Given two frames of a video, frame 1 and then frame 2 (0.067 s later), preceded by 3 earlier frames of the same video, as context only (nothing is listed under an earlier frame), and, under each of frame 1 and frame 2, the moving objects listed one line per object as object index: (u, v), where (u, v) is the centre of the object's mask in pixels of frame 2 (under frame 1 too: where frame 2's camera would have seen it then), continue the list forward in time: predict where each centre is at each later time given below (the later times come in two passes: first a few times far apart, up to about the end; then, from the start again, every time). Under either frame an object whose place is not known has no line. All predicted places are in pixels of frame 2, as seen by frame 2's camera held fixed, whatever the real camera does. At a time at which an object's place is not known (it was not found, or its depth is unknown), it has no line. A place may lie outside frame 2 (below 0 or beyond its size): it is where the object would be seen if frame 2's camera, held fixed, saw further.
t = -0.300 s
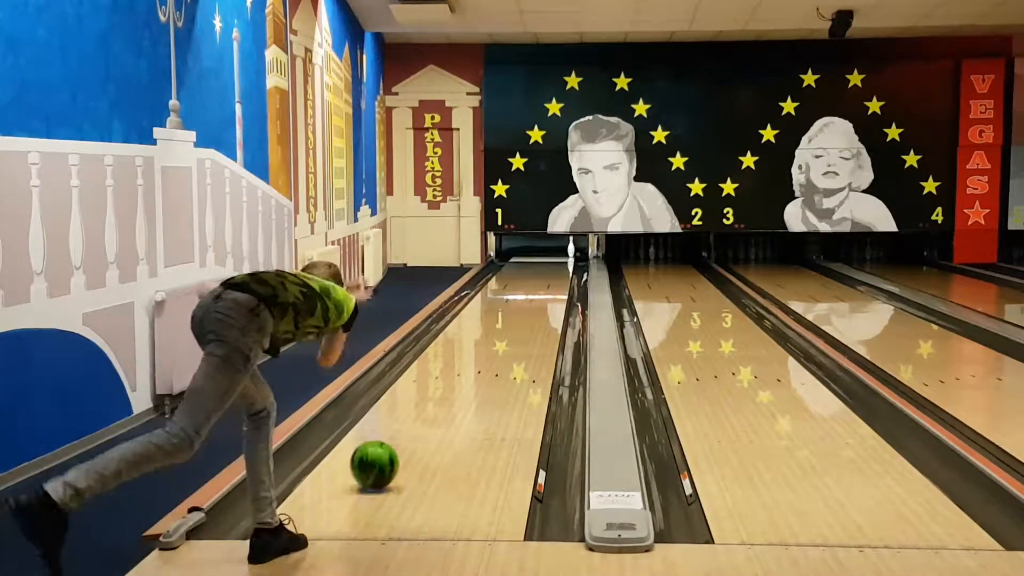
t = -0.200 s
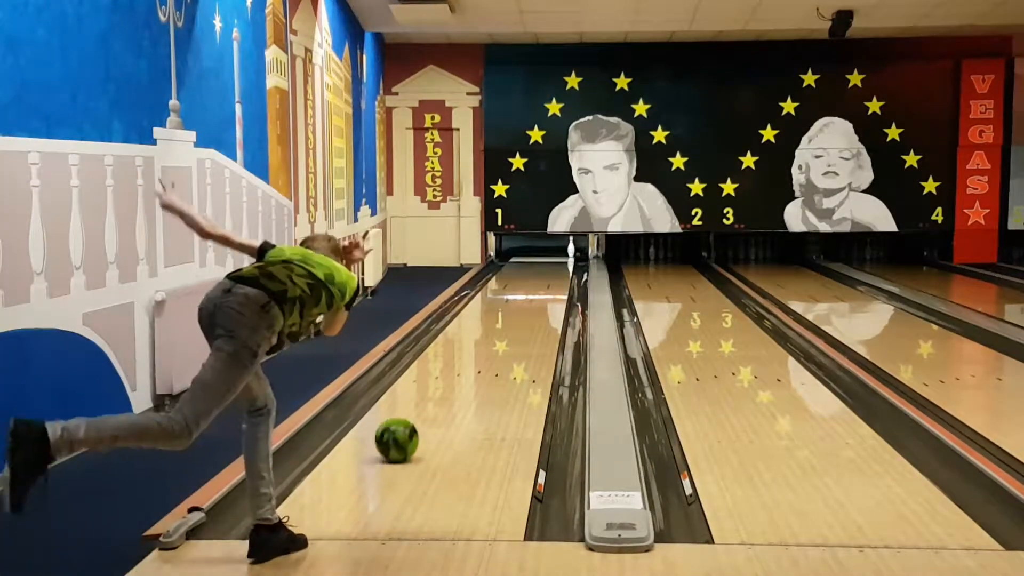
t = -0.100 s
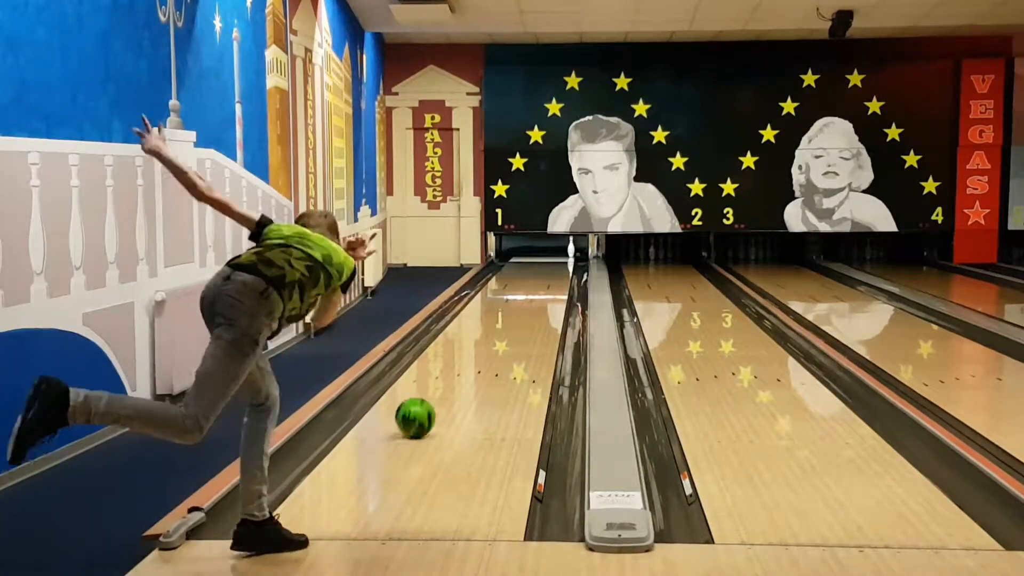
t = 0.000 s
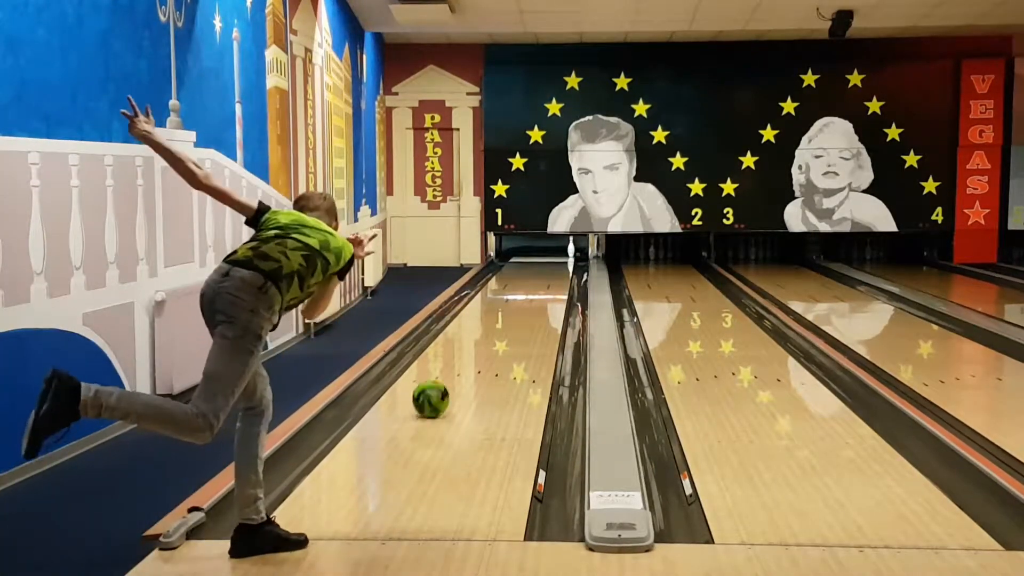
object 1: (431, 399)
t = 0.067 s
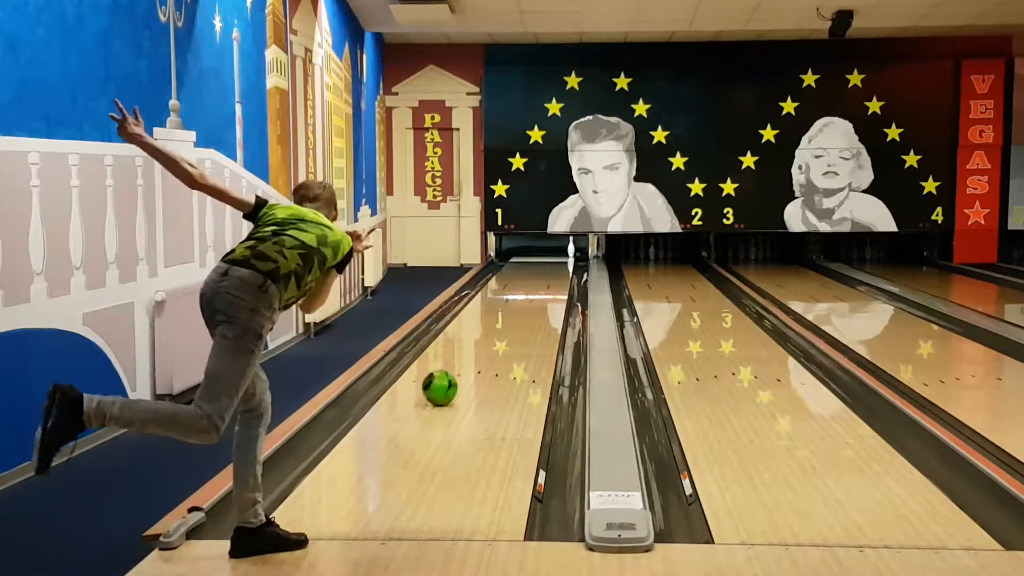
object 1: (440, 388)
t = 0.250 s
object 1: (460, 363)
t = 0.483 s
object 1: (480, 339)
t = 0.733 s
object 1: (495, 319)
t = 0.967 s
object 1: (506, 305)
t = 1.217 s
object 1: (516, 292)
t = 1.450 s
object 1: (523, 282)
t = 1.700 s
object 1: (529, 273)
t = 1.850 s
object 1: (532, 269)
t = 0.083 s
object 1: (442, 386)
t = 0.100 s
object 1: (444, 383)
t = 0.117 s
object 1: (446, 381)
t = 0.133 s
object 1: (448, 379)
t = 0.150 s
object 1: (449, 376)
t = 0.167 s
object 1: (451, 374)
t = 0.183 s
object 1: (453, 371)
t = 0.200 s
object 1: (455, 369)
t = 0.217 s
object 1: (457, 368)
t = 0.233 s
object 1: (459, 365)
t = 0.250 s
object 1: (460, 363)
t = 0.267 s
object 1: (462, 361)
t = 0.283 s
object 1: (464, 359)
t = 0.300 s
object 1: (465, 358)
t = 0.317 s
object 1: (466, 355)
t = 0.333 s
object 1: (468, 354)
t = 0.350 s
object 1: (469, 352)
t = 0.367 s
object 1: (471, 350)
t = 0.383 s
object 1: (472, 348)
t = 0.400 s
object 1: (473, 347)
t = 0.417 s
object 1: (475, 345)
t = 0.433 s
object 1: (477, 343)
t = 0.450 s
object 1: (477, 342)
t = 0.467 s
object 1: (479, 340)
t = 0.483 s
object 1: (480, 339)
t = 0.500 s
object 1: (481, 337)
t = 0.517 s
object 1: (482, 336)
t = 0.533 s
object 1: (483, 335)
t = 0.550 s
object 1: (484, 333)
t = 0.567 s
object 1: (486, 331)
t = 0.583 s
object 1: (487, 330)
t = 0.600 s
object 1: (488, 329)
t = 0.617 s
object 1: (489, 328)
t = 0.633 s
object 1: (490, 327)
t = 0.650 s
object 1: (491, 325)
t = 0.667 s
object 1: (492, 324)
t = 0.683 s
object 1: (493, 323)
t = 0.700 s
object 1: (493, 322)
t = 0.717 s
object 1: (494, 321)
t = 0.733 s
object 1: (495, 319)
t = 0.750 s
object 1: (496, 318)
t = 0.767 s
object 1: (497, 317)
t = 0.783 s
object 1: (498, 316)
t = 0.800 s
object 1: (499, 315)
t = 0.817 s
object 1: (500, 315)
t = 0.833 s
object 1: (501, 313)
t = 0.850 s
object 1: (502, 311)
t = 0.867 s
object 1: (502, 311)
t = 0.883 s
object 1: (503, 310)
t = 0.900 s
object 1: (504, 309)
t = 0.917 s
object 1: (504, 308)
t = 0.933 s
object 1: (505, 307)
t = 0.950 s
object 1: (506, 306)
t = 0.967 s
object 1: (506, 305)
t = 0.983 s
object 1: (507, 304)
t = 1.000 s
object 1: (508, 303)
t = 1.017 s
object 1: (509, 303)
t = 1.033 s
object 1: (510, 301)
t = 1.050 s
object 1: (510, 301)
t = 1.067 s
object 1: (511, 299)
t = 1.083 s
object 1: (511, 298)
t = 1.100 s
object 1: (512, 298)
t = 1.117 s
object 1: (512, 297)
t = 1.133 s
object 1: (513, 296)
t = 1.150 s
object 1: (513, 296)
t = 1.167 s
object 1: (514, 294)
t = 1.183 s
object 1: (514, 293)
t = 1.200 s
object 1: (515, 292)
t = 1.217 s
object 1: (516, 292)
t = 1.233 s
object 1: (516, 291)
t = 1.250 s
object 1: (516, 291)
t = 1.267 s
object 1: (517, 289)
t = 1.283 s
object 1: (518, 288)
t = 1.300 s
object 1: (518, 288)
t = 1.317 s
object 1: (519, 287)
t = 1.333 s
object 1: (519, 287)
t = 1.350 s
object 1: (520, 286)
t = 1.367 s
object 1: (521, 285)
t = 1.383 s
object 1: (521, 285)
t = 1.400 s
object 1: (521, 284)
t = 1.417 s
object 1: (521, 283)
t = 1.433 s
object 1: (522, 284)
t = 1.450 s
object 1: (523, 282)
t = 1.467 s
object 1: (523, 282)
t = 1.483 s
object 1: (524, 281)
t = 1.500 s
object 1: (524, 280)
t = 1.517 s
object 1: (525, 279)
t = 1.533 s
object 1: (525, 279)
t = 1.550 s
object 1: (526, 278)
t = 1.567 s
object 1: (526, 278)
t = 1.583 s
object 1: (526, 277)
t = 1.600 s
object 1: (526, 276)
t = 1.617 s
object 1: (527, 277)
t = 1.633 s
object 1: (527, 276)
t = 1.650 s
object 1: (528, 275)
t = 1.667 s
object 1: (528, 274)
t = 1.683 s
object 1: (529, 273)
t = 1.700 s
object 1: (529, 273)
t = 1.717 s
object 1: (529, 272)
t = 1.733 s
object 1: (530, 272)
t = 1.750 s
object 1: (530, 272)
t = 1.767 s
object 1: (530, 271)
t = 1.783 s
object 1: (530, 270)
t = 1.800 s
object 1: (530, 270)
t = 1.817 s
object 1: (531, 270)
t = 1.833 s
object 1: (531, 269)
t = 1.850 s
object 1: (532, 269)
